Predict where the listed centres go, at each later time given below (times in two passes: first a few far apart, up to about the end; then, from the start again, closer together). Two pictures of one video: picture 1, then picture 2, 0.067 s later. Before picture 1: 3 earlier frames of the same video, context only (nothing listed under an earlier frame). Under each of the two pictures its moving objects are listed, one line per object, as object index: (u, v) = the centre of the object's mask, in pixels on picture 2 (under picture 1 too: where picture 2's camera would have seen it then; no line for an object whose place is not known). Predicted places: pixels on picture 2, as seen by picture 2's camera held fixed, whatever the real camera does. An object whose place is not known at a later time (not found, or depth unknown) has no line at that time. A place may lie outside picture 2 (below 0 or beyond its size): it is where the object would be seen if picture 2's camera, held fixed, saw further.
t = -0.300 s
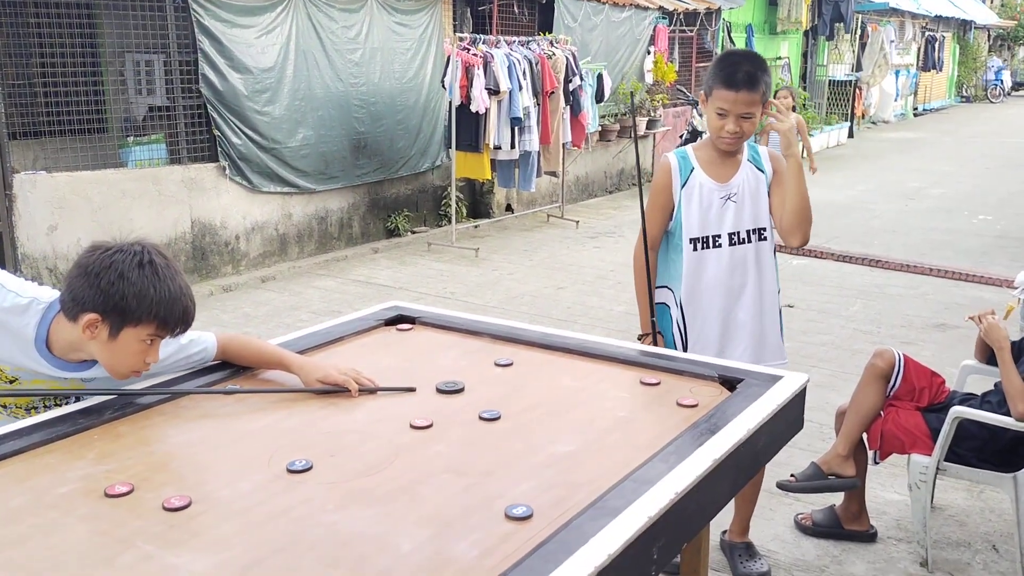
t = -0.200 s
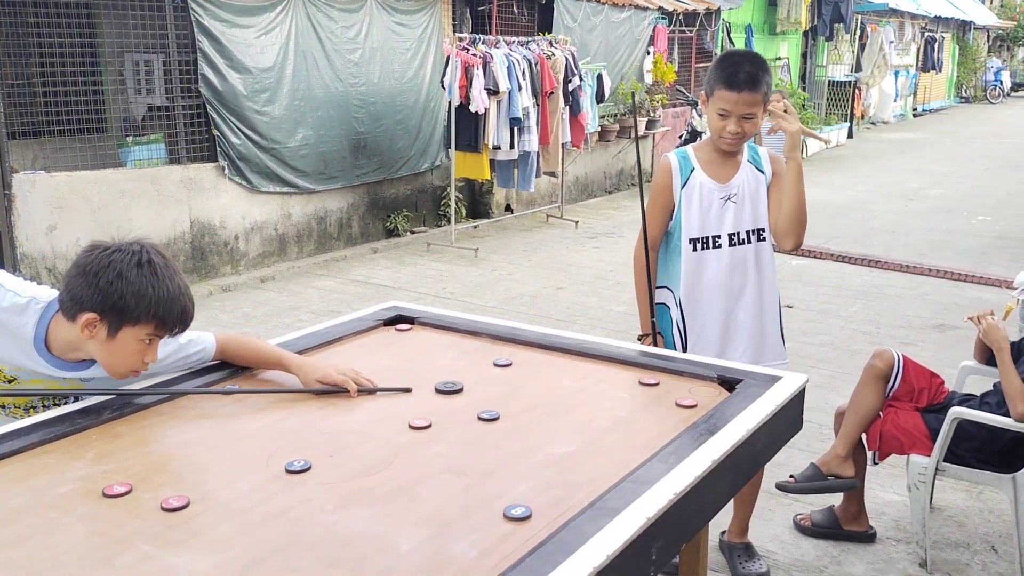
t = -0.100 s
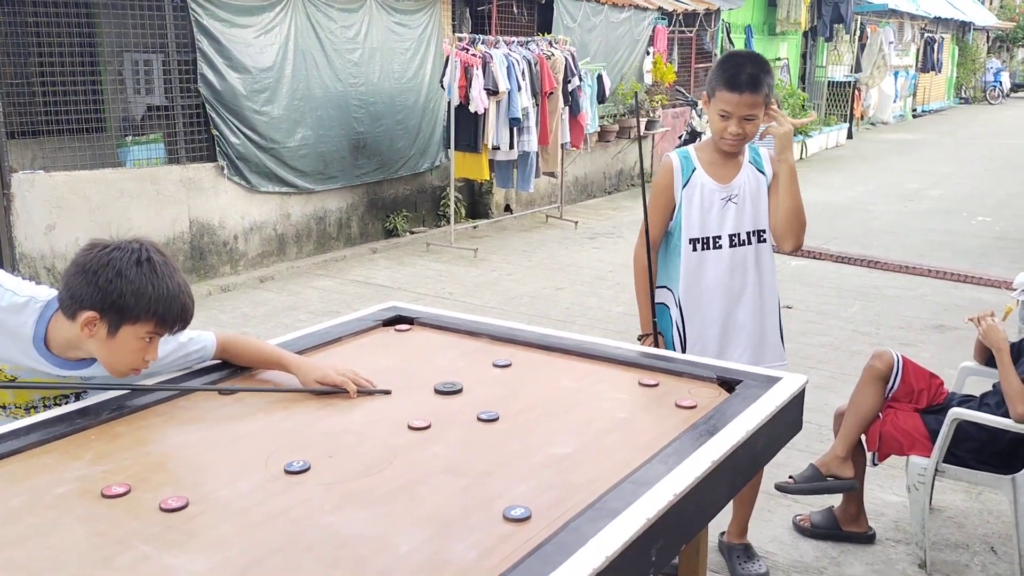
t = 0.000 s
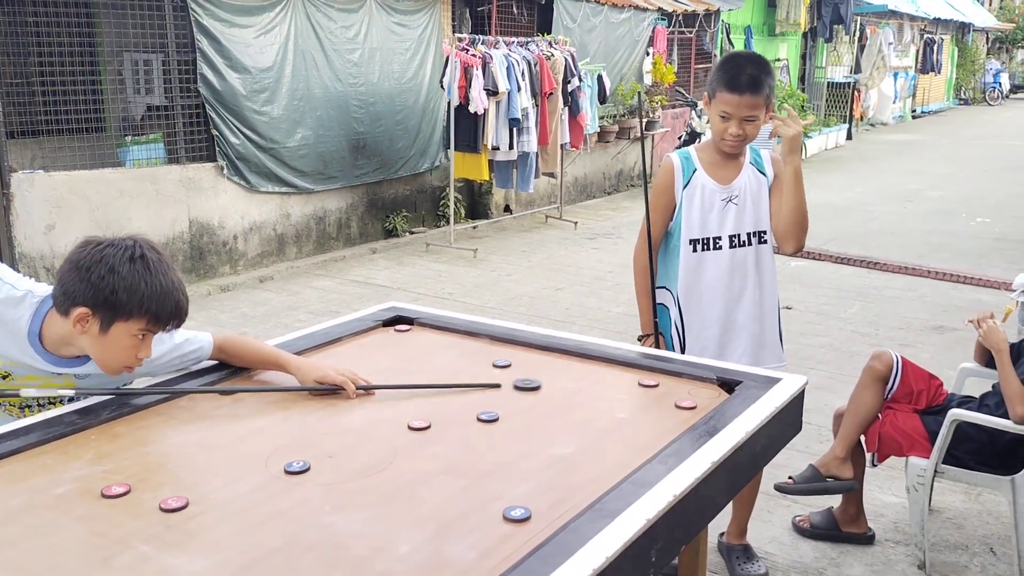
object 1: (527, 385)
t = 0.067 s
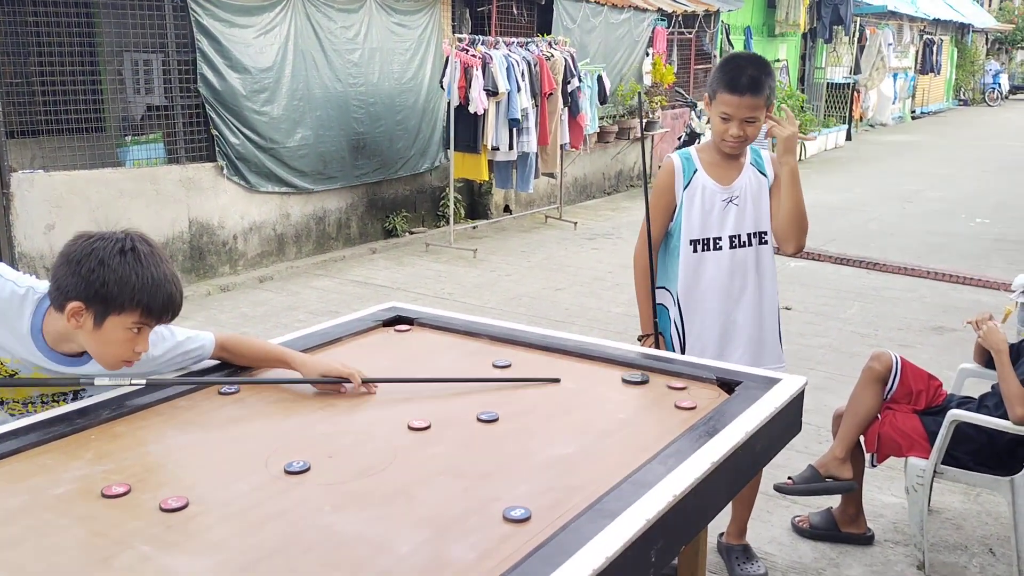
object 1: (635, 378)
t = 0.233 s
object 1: (654, 416)
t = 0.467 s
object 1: (595, 470)
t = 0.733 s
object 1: (480, 505)
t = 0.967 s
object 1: (403, 519)
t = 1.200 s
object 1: (352, 527)
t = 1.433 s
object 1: (327, 531)
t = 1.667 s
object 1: (321, 532)
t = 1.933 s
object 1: (321, 532)
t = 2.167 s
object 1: (321, 531)
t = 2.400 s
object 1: (321, 531)
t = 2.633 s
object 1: (321, 531)
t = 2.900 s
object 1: (321, 532)
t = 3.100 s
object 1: (321, 532)
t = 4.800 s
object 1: (321, 532)
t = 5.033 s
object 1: (321, 532)
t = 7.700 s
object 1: (320, 532)
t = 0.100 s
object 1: (655, 379)
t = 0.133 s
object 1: (658, 389)
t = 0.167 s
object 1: (661, 399)
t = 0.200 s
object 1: (658, 407)
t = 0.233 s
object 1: (654, 416)
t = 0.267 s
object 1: (651, 425)
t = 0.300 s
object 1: (648, 434)
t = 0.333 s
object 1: (644, 443)
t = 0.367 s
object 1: (639, 452)
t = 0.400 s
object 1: (625, 458)
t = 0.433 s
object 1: (610, 464)
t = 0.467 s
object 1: (595, 470)
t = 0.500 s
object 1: (579, 476)
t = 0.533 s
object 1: (564, 481)
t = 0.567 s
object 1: (549, 487)
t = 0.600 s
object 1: (533, 493)
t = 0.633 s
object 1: (518, 498)
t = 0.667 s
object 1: (505, 501)
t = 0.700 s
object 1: (492, 503)
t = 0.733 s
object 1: (480, 505)
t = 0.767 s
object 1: (468, 508)
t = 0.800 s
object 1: (456, 510)
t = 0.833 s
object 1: (444, 512)
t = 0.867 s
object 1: (433, 514)
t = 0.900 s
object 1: (423, 516)
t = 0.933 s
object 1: (413, 517)
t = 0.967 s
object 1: (403, 519)
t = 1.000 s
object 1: (394, 521)
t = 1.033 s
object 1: (385, 522)
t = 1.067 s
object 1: (377, 523)
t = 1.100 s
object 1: (370, 525)
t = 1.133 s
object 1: (364, 525)
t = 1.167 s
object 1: (358, 526)
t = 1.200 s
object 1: (352, 527)
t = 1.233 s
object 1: (347, 528)
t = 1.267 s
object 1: (342, 529)
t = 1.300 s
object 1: (338, 530)
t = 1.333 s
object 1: (334, 531)
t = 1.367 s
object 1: (331, 531)
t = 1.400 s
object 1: (329, 531)
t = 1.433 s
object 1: (327, 531)
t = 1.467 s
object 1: (325, 532)
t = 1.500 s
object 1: (324, 532)
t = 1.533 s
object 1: (323, 532)
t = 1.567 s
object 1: (322, 532)
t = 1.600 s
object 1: (322, 532)
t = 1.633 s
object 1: (321, 532)
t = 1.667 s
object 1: (321, 532)
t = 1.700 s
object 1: (321, 532)
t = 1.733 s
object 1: (321, 532)
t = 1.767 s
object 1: (321, 532)
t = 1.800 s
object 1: (321, 532)
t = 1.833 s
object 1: (321, 532)
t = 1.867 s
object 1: (321, 532)
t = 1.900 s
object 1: (321, 532)
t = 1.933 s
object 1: (321, 532)
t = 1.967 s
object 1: (321, 532)
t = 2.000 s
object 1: (321, 532)
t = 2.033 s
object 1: (321, 532)
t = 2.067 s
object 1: (321, 532)
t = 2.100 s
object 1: (321, 532)
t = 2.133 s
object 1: (321, 531)
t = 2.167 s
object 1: (321, 531)
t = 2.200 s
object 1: (321, 532)
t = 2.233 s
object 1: (321, 531)
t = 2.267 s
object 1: (321, 531)
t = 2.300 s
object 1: (321, 532)
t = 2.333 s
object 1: (321, 532)
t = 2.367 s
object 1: (321, 531)
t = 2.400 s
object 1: (321, 531)
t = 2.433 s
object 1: (321, 532)
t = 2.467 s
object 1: (321, 532)
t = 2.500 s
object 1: (321, 532)
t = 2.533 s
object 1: (321, 532)
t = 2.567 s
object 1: (321, 532)
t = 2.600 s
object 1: (321, 531)
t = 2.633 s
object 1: (321, 531)
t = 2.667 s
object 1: (321, 532)
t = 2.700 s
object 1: (321, 532)
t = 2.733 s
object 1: (321, 532)
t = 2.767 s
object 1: (321, 532)
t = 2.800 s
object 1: (321, 532)
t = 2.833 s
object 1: (321, 532)
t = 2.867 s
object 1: (321, 532)
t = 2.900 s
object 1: (321, 532)
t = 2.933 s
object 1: (321, 532)
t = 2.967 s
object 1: (321, 532)
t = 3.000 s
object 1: (321, 532)
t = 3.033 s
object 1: (321, 532)
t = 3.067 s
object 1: (321, 532)
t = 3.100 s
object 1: (321, 532)
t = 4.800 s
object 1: (321, 532)
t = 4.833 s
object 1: (321, 532)
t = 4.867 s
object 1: (321, 532)
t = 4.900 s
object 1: (321, 532)
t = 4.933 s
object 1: (321, 532)
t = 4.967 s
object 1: (321, 532)
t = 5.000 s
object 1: (321, 532)
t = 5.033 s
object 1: (321, 532)
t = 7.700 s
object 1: (320, 532)
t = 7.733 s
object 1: (320, 532)
